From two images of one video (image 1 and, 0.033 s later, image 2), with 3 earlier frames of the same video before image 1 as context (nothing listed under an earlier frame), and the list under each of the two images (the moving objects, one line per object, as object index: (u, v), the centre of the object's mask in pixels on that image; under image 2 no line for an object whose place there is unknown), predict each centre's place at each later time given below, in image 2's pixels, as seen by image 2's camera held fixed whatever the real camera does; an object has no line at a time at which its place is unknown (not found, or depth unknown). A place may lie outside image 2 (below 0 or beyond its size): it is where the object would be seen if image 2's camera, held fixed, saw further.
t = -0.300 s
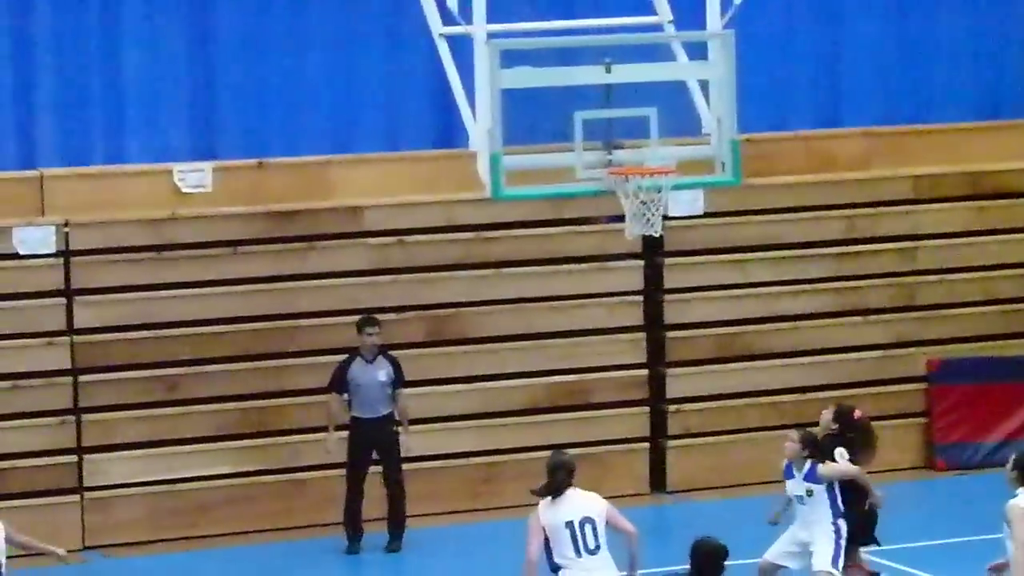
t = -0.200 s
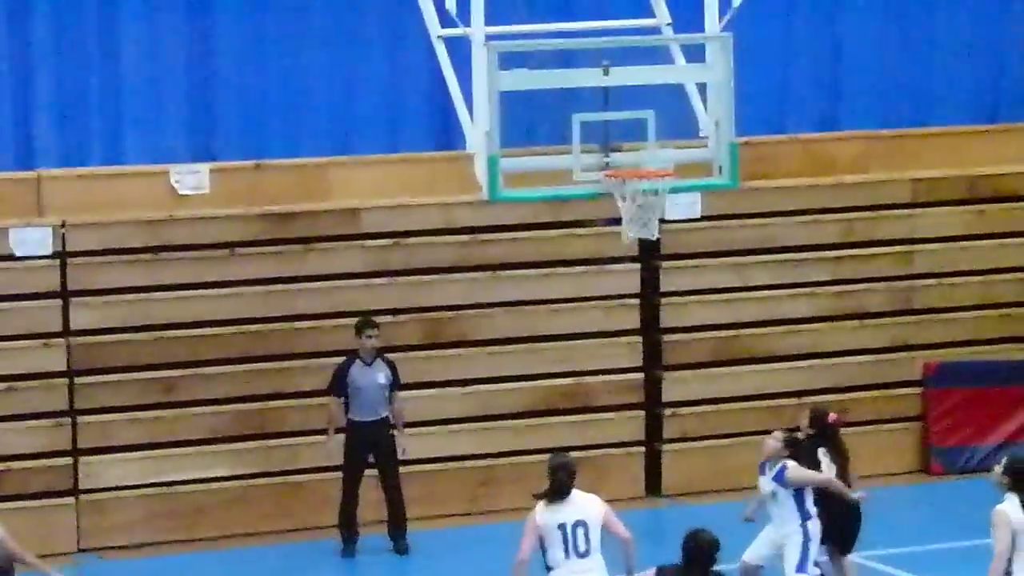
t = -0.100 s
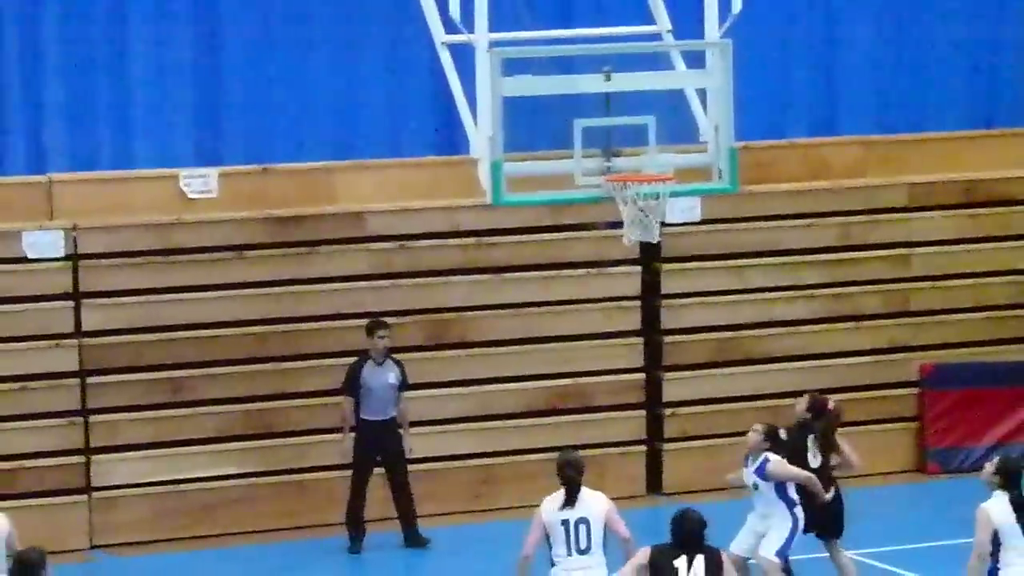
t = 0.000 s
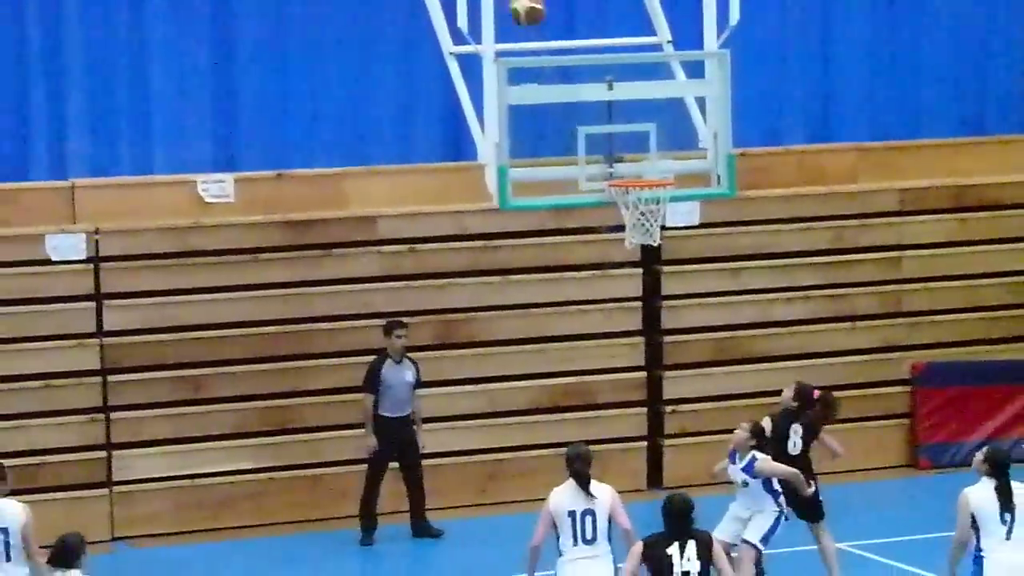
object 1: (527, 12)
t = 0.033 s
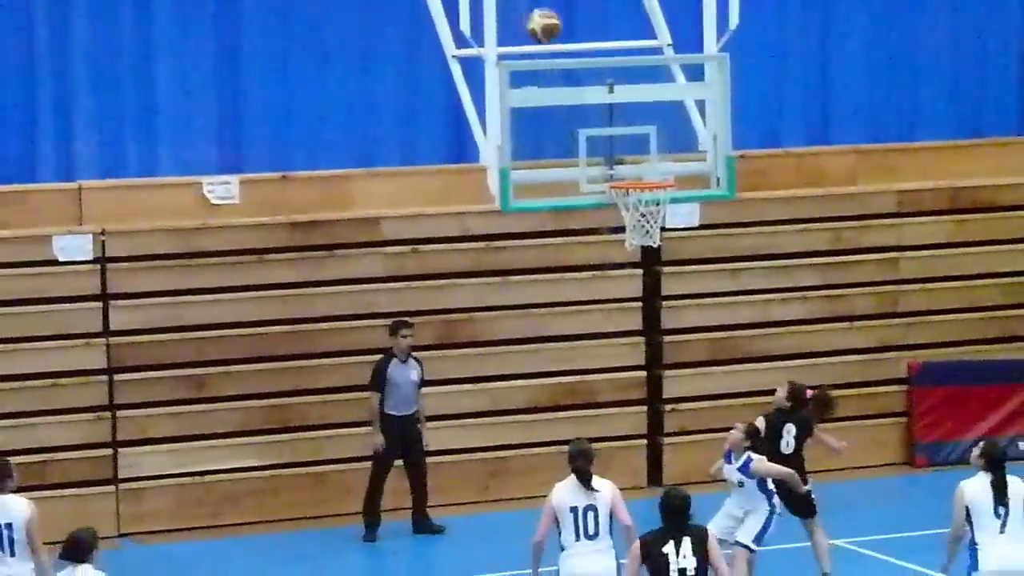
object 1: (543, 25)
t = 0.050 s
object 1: (550, 31)
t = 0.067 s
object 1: (558, 40)
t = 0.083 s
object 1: (564, 47)
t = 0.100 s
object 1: (572, 55)
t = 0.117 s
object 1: (579, 64)
